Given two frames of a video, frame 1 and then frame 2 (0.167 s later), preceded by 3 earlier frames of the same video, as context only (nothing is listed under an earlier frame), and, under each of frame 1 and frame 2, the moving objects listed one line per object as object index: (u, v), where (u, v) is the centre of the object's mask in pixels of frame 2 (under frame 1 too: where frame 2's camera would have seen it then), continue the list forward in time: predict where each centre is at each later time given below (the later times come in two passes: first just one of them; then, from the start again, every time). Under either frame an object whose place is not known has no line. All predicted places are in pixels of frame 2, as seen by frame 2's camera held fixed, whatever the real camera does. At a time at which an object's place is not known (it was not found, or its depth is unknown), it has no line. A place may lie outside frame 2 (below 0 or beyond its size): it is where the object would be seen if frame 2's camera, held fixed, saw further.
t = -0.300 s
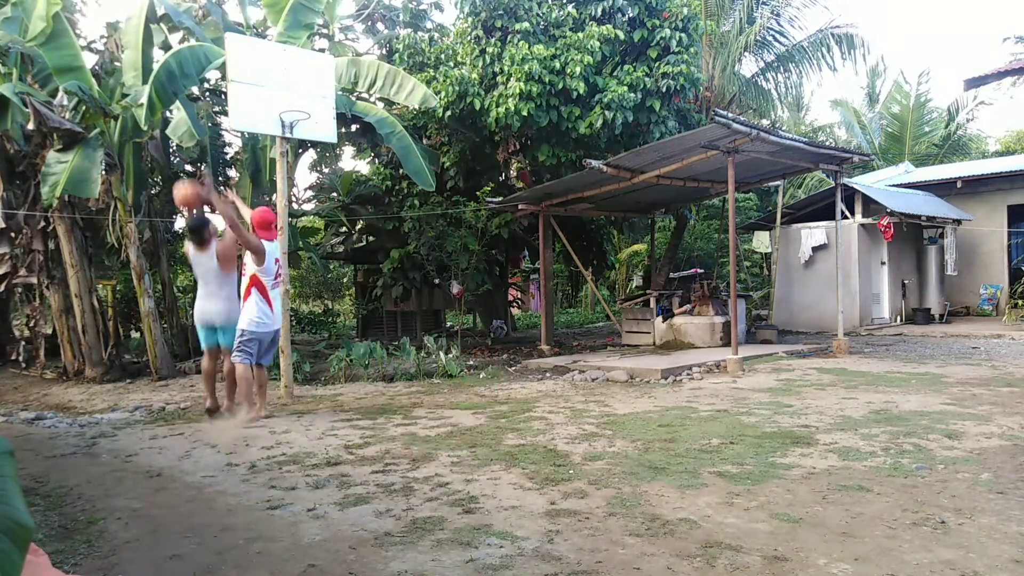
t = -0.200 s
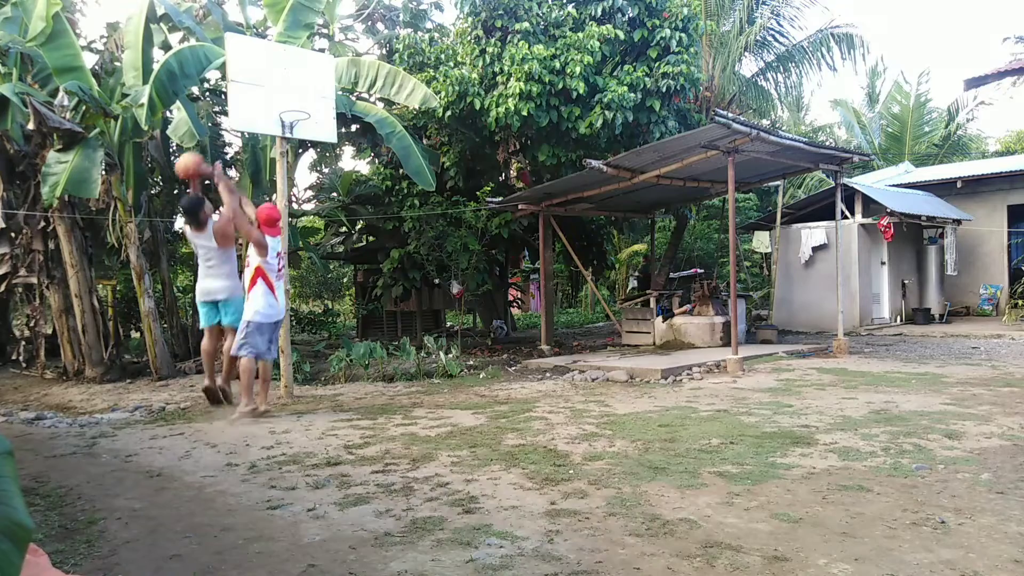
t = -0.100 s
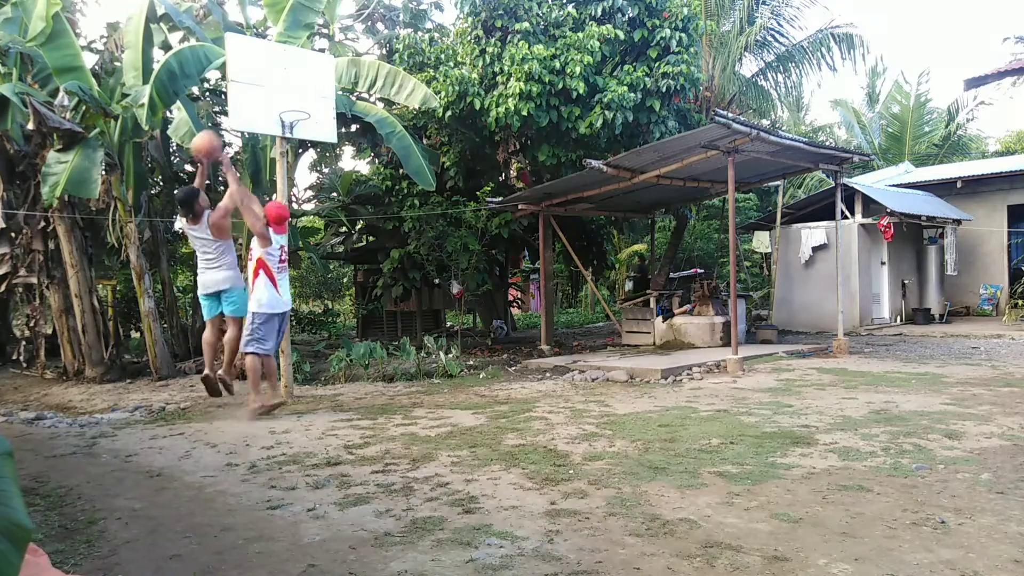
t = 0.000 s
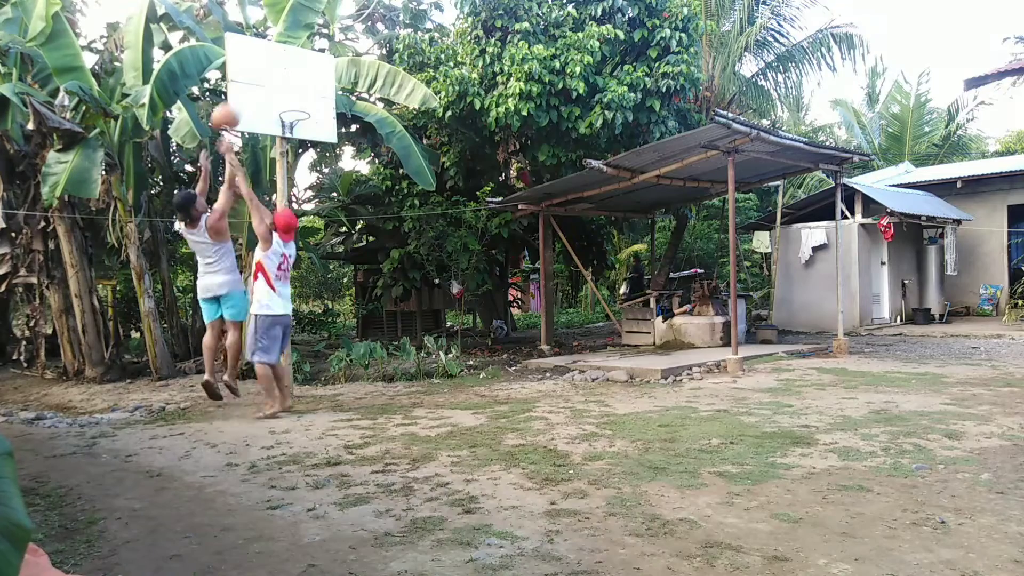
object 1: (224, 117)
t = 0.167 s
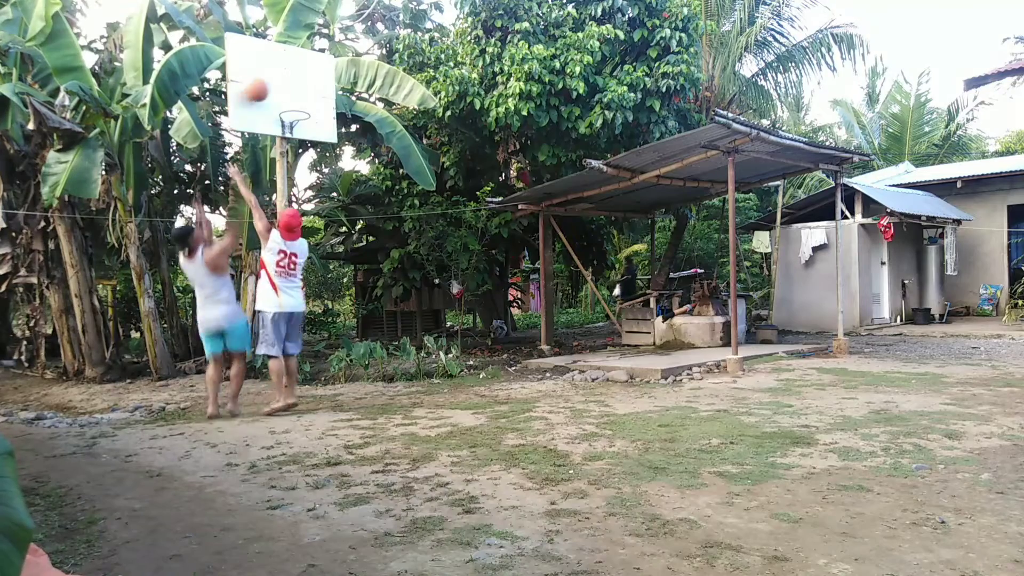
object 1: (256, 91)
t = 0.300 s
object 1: (293, 96)
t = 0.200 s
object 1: (266, 90)
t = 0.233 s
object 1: (275, 90)
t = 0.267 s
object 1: (284, 93)
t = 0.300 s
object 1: (293, 96)
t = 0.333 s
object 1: (302, 100)
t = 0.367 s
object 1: (311, 104)
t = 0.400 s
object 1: (320, 109)
